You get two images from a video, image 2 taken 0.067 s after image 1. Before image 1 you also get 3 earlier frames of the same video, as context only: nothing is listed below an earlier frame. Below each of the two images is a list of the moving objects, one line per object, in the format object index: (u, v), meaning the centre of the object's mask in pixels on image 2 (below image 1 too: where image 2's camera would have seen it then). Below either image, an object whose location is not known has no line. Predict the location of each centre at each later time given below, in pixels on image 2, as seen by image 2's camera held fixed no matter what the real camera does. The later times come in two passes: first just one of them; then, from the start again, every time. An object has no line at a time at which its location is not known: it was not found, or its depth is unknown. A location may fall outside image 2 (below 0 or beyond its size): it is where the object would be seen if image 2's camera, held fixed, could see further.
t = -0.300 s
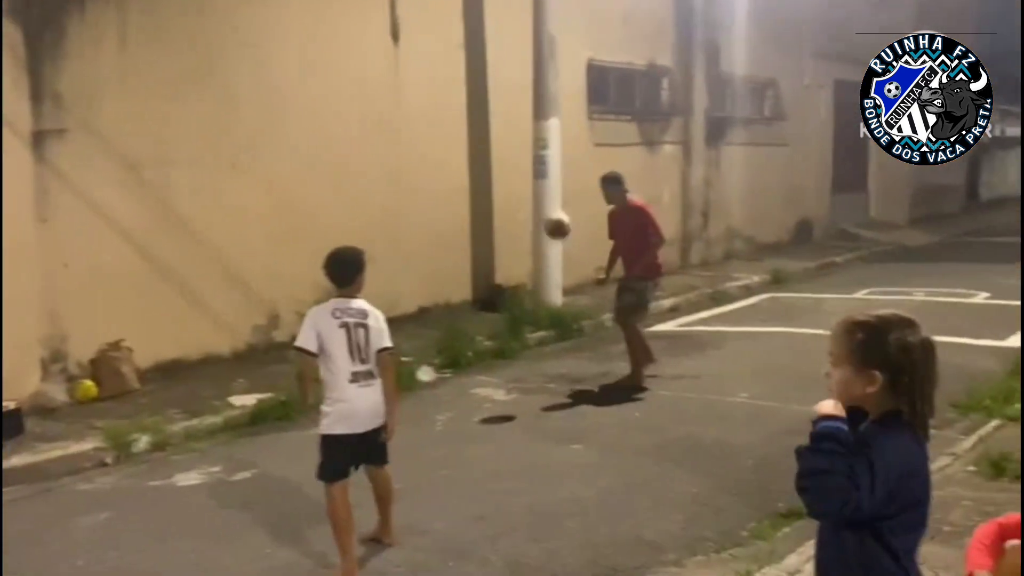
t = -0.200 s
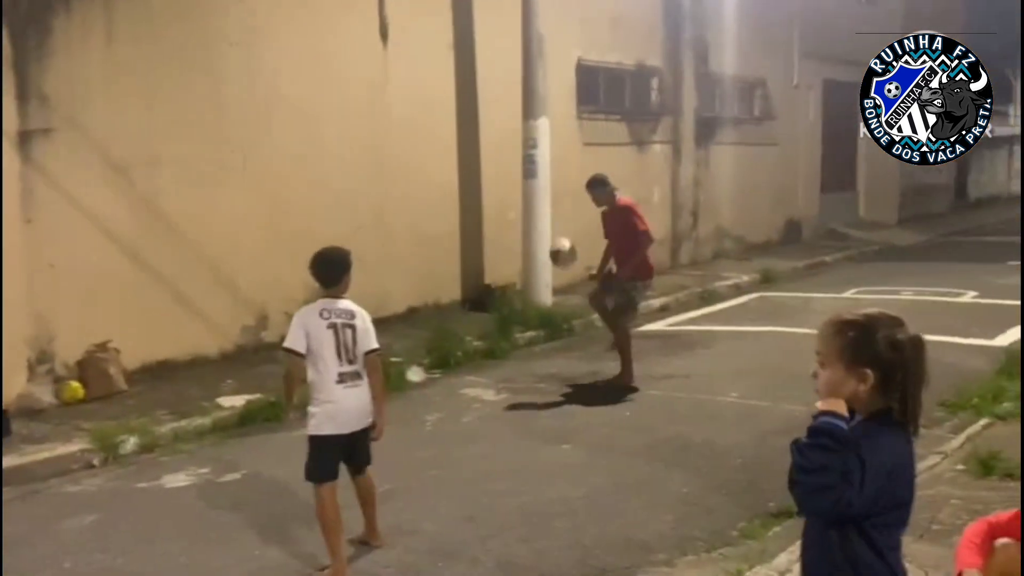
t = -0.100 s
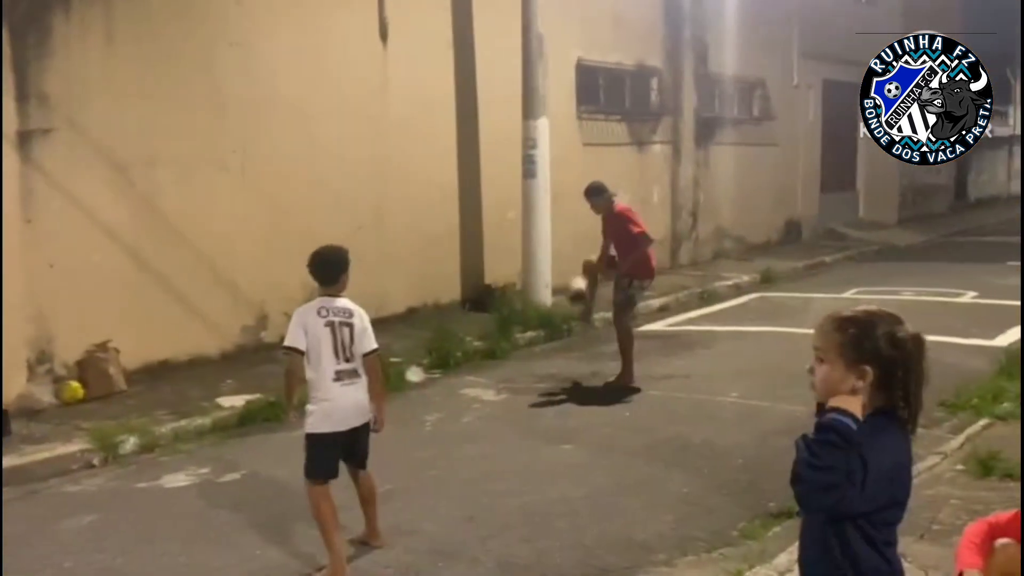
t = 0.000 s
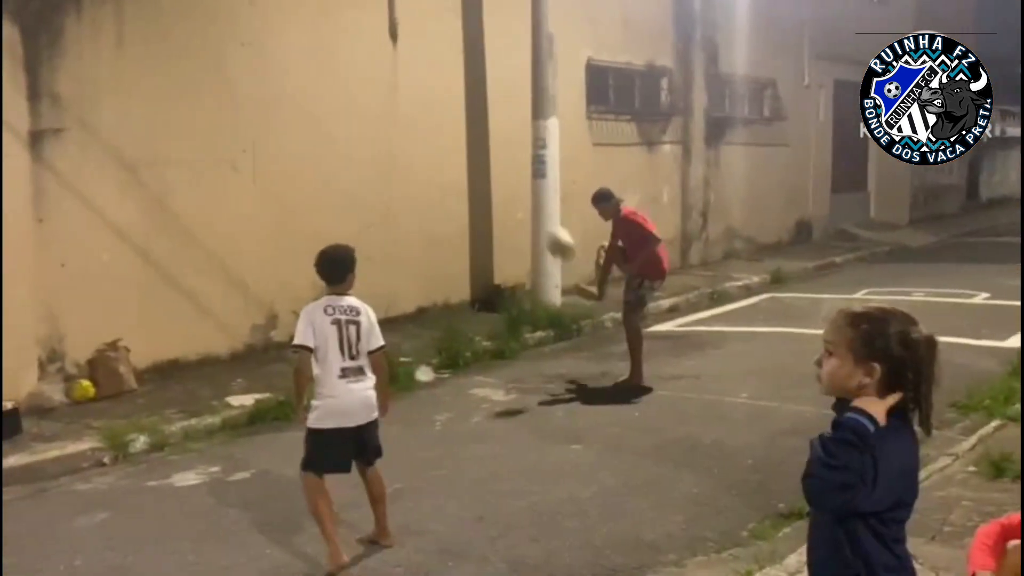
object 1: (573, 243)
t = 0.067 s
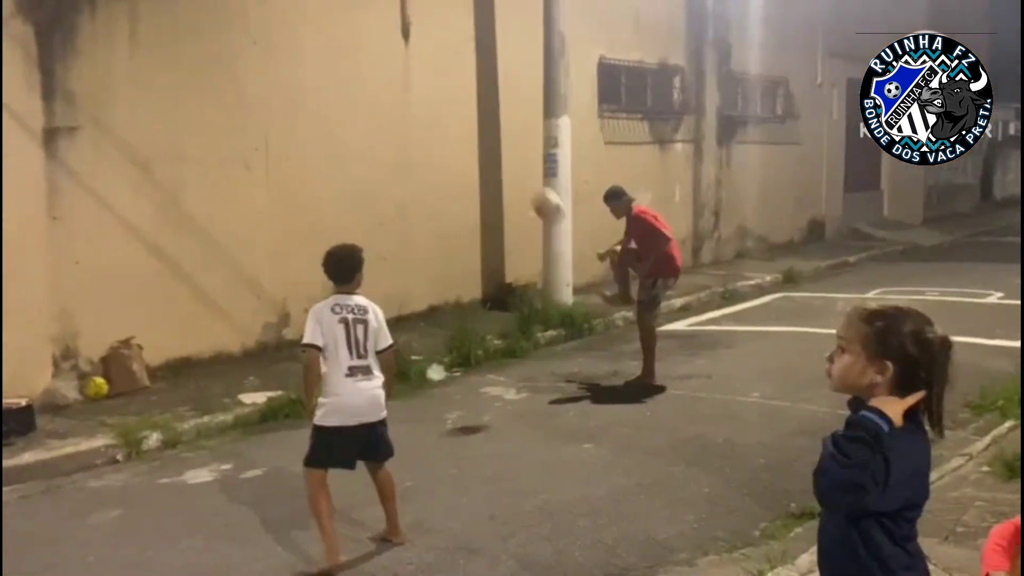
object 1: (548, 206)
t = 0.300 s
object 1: (456, 105)
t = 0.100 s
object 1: (535, 189)
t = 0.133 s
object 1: (523, 172)
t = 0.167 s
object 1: (511, 158)
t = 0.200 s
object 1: (503, 141)
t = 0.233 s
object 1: (484, 127)
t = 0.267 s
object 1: (470, 116)
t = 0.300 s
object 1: (456, 105)
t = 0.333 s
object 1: (439, 95)
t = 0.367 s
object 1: (422, 87)
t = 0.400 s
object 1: (406, 81)
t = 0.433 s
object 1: (389, 76)
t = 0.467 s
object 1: (371, 73)
